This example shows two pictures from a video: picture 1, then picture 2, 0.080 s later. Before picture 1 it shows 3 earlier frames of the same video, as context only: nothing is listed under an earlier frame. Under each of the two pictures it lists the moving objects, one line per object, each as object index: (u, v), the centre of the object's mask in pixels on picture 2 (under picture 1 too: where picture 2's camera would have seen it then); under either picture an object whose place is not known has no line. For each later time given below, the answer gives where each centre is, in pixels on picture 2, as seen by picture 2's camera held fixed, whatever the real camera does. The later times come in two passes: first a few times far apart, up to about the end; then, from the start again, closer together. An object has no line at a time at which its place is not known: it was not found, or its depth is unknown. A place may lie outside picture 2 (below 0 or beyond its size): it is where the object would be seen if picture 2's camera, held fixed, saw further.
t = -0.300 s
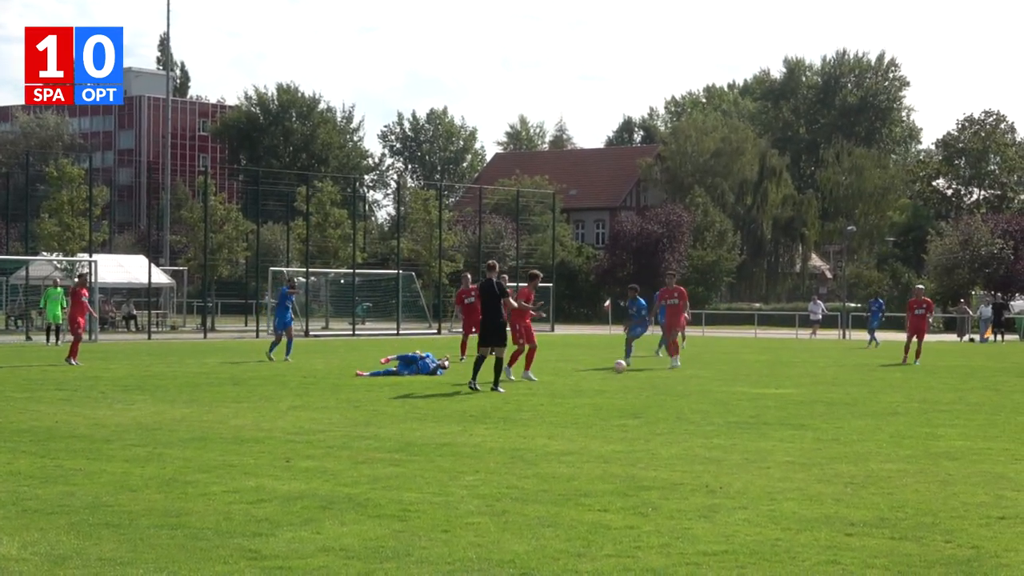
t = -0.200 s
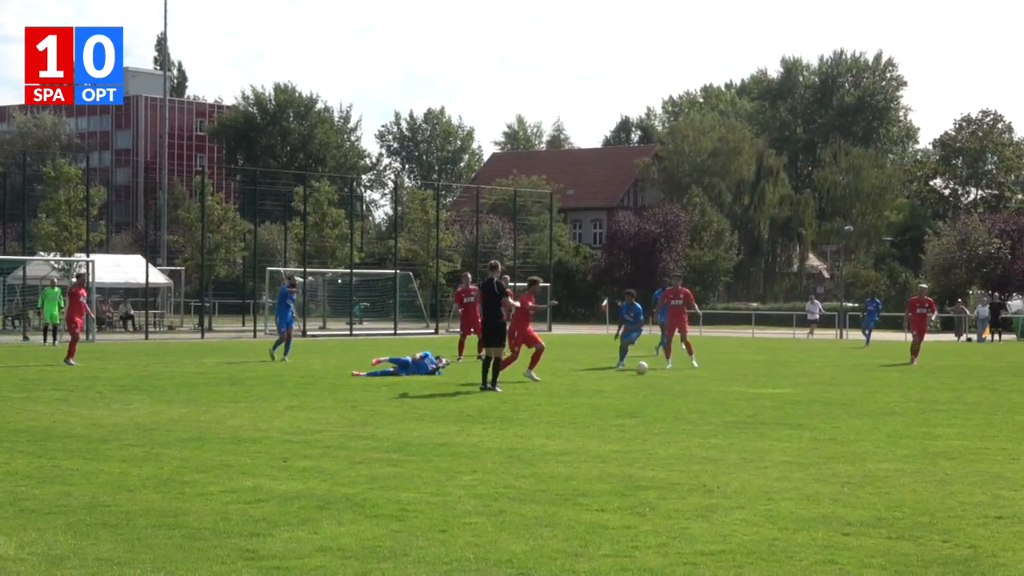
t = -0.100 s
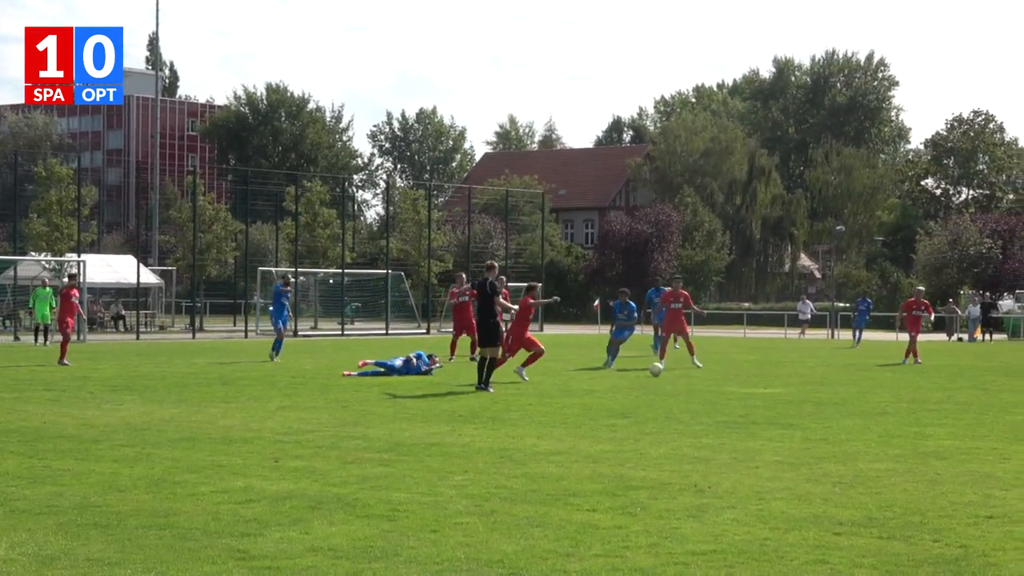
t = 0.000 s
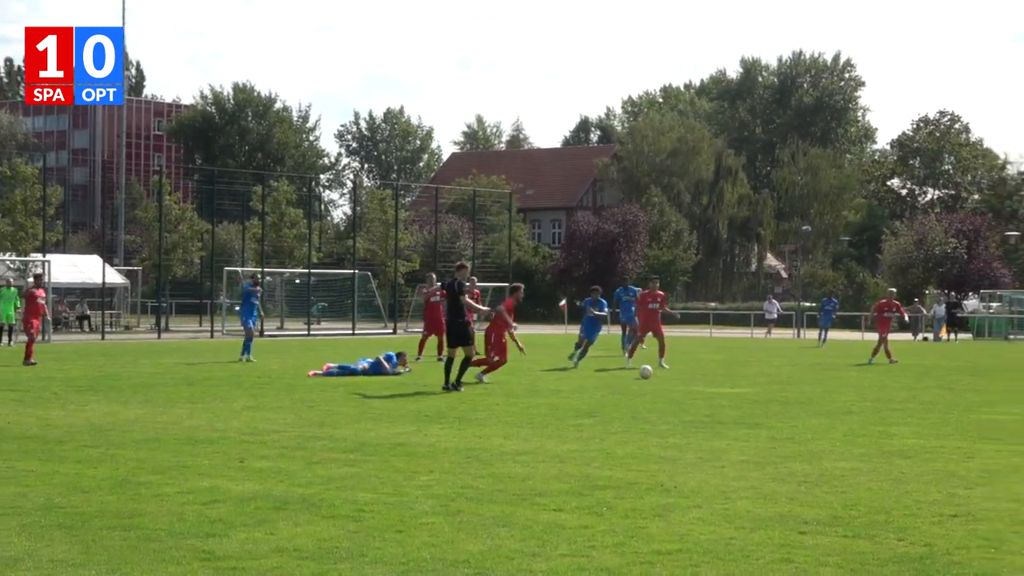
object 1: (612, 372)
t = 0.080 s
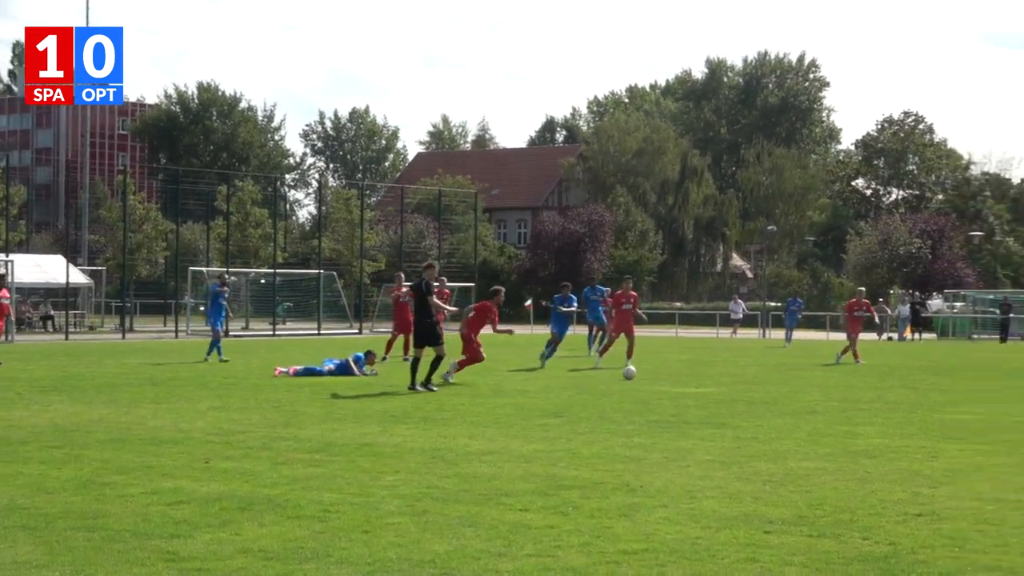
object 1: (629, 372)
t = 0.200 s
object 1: (656, 372)
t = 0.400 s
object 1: (701, 376)
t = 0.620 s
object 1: (752, 379)
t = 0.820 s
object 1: (798, 383)
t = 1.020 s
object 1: (846, 388)
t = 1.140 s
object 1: (875, 388)
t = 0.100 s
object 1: (634, 373)
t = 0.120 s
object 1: (638, 374)
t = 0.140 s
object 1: (643, 374)
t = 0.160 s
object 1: (647, 373)
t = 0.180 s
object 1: (652, 372)
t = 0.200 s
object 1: (656, 372)
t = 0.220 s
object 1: (661, 373)
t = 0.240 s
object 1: (665, 373)
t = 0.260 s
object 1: (670, 373)
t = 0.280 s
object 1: (674, 374)
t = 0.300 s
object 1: (679, 375)
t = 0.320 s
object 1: (683, 376)
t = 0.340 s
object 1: (688, 377)
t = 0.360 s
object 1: (693, 377)
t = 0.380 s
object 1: (697, 377)
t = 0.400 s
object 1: (701, 376)
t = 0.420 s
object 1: (706, 376)
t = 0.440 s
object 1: (711, 376)
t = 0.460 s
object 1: (715, 376)
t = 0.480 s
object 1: (720, 377)
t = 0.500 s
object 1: (724, 378)
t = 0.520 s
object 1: (729, 379)
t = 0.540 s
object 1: (733, 380)
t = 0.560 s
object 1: (738, 380)
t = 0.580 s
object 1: (743, 380)
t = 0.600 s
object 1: (747, 380)
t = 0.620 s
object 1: (752, 379)
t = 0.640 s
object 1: (756, 379)
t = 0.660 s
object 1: (761, 378)
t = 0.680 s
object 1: (766, 379)
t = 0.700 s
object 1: (770, 380)
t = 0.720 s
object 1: (775, 381)
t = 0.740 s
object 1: (779, 382)
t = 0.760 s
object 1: (784, 383)
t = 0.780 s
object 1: (788, 384)
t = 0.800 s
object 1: (793, 384)
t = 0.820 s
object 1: (798, 383)
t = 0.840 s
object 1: (803, 383)
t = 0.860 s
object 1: (807, 382)
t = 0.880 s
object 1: (812, 382)
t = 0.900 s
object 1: (817, 382)
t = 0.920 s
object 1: (822, 383)
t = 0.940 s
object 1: (827, 384)
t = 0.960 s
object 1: (831, 384)
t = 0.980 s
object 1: (836, 386)
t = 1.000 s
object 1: (841, 387)
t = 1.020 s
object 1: (846, 388)
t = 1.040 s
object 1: (850, 387)
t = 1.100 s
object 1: (865, 387)
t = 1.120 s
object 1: (870, 387)
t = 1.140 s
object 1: (875, 388)
